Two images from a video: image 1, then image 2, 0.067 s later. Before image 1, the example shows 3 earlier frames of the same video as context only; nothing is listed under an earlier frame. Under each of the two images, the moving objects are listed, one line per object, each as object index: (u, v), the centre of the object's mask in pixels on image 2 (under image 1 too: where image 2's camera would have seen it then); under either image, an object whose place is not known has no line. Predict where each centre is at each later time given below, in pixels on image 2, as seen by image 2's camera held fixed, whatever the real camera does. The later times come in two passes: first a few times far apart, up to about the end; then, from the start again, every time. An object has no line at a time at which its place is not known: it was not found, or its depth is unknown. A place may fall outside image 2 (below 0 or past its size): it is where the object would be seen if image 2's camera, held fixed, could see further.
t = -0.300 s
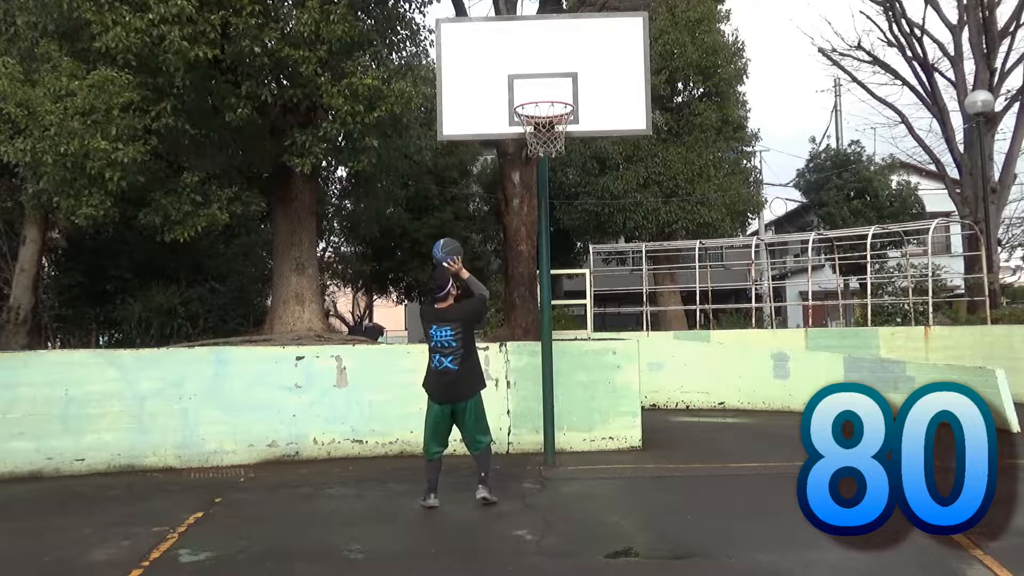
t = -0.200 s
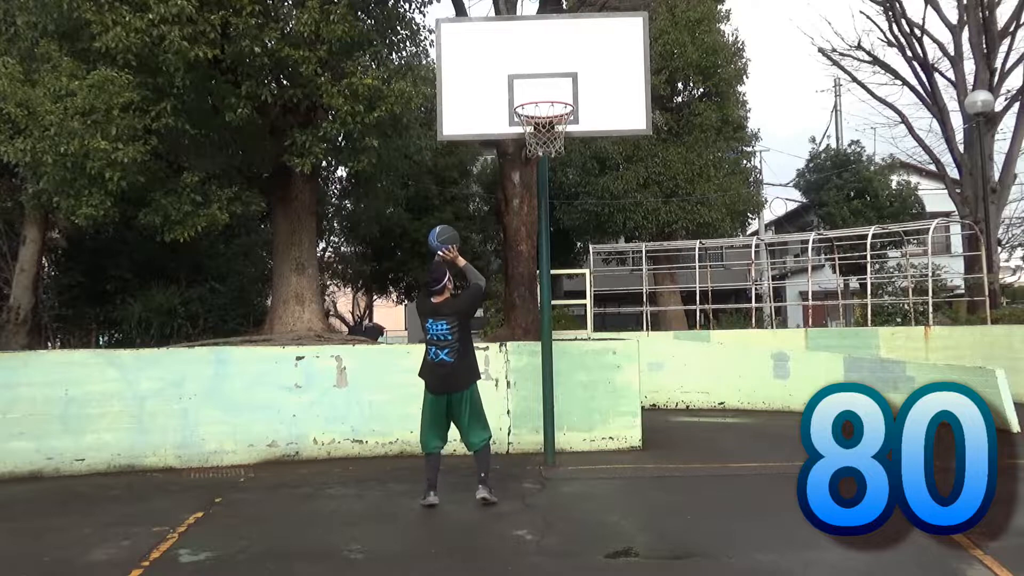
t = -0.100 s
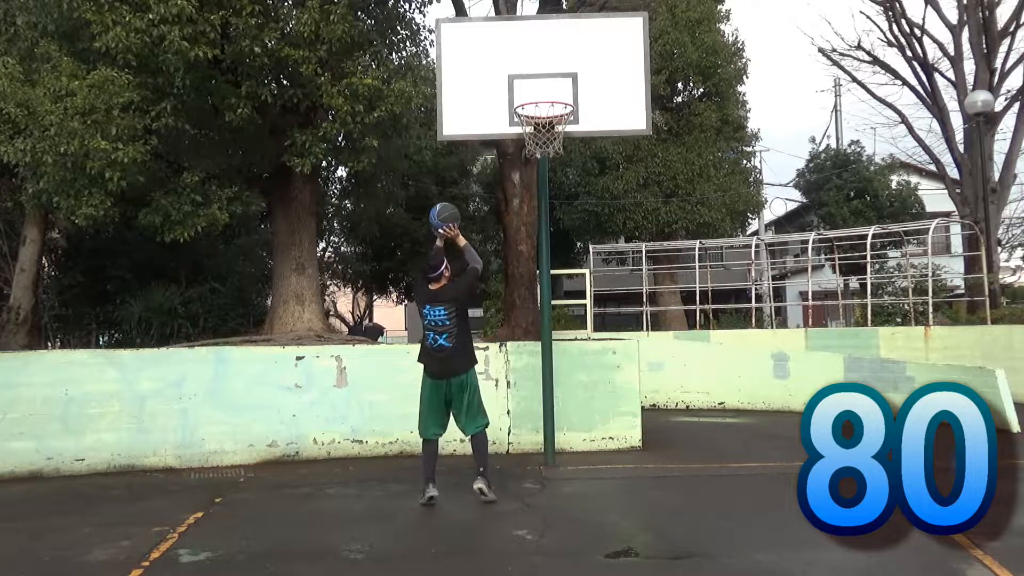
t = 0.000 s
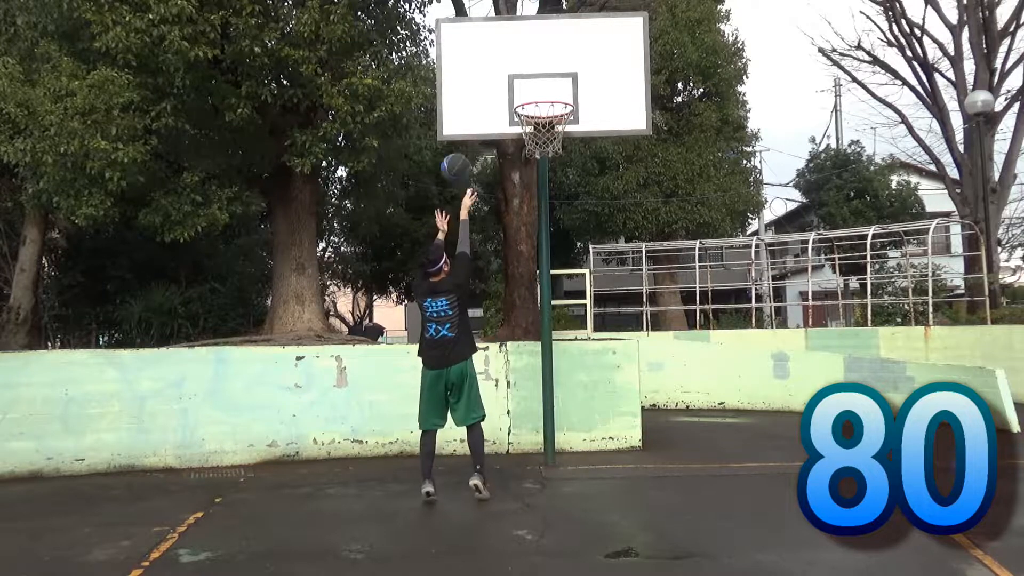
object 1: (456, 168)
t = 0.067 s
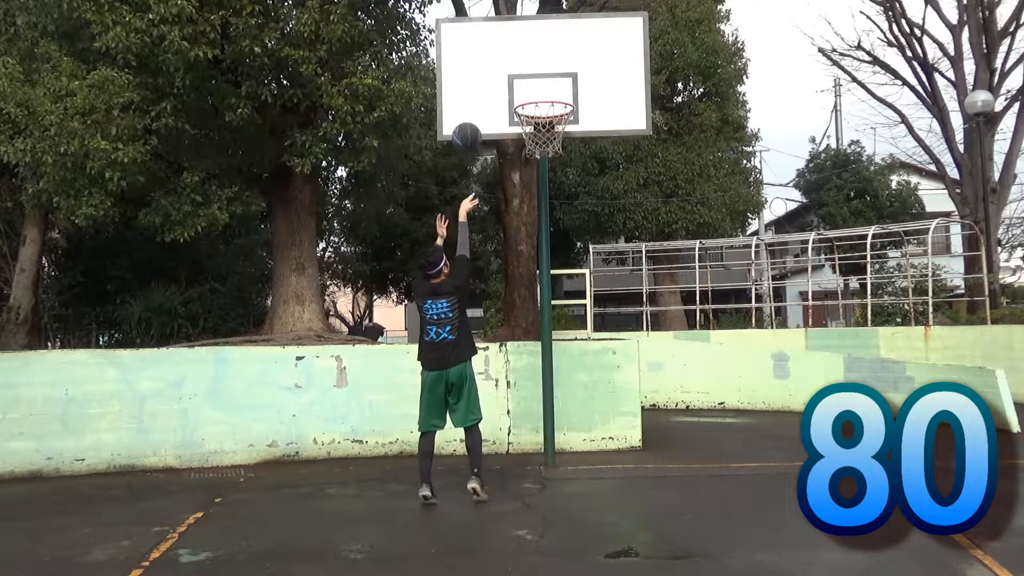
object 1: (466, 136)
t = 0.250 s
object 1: (496, 82)
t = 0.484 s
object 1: (521, 69)
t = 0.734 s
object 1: (544, 118)
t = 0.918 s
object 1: (550, 149)
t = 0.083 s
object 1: (470, 129)
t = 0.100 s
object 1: (472, 124)
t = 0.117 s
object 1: (475, 118)
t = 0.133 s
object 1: (477, 112)
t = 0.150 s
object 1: (480, 107)
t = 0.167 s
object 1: (483, 101)
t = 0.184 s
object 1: (485, 97)
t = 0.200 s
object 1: (488, 93)
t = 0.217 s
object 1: (491, 89)
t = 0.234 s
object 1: (493, 85)
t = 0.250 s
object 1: (496, 82)
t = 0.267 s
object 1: (499, 79)
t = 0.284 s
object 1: (501, 76)
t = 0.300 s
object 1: (504, 74)
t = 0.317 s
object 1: (506, 72)
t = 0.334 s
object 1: (509, 71)
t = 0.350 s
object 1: (510, 69)
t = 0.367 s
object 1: (511, 68)
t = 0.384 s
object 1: (513, 67)
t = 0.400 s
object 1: (514, 67)
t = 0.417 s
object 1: (516, 67)
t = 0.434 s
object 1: (517, 67)
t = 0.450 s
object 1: (519, 67)
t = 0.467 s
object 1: (520, 68)
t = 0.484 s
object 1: (521, 69)
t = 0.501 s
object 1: (523, 71)
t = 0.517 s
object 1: (525, 73)
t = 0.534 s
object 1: (526, 75)
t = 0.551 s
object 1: (528, 77)
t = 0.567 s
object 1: (529, 80)
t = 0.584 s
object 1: (531, 83)
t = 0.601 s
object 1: (532, 87)
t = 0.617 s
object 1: (534, 90)
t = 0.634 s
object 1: (535, 92)
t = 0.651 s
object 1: (537, 99)
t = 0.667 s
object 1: (538, 104)
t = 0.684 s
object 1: (540, 109)
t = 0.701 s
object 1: (542, 115)
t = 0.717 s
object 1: (543, 117)
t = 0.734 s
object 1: (544, 118)
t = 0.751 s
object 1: (544, 118)
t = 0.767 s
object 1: (545, 119)
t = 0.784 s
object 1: (545, 119)
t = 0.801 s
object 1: (549, 131)
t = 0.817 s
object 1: (549, 132)
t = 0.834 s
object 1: (549, 134)
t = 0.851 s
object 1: (549, 138)
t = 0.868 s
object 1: (550, 141)
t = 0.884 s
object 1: (550, 143)
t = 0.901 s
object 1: (549, 147)
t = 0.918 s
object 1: (550, 149)
